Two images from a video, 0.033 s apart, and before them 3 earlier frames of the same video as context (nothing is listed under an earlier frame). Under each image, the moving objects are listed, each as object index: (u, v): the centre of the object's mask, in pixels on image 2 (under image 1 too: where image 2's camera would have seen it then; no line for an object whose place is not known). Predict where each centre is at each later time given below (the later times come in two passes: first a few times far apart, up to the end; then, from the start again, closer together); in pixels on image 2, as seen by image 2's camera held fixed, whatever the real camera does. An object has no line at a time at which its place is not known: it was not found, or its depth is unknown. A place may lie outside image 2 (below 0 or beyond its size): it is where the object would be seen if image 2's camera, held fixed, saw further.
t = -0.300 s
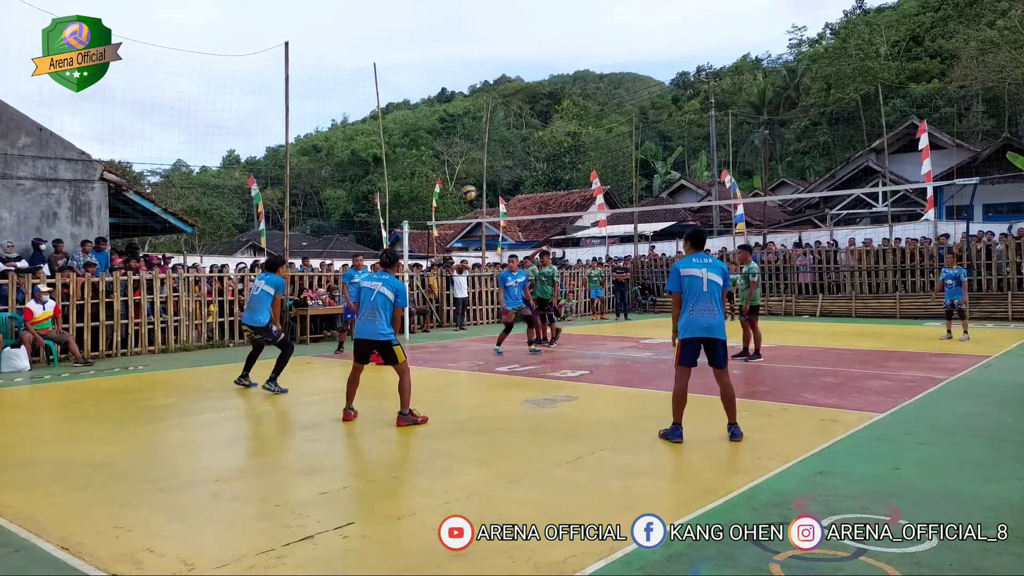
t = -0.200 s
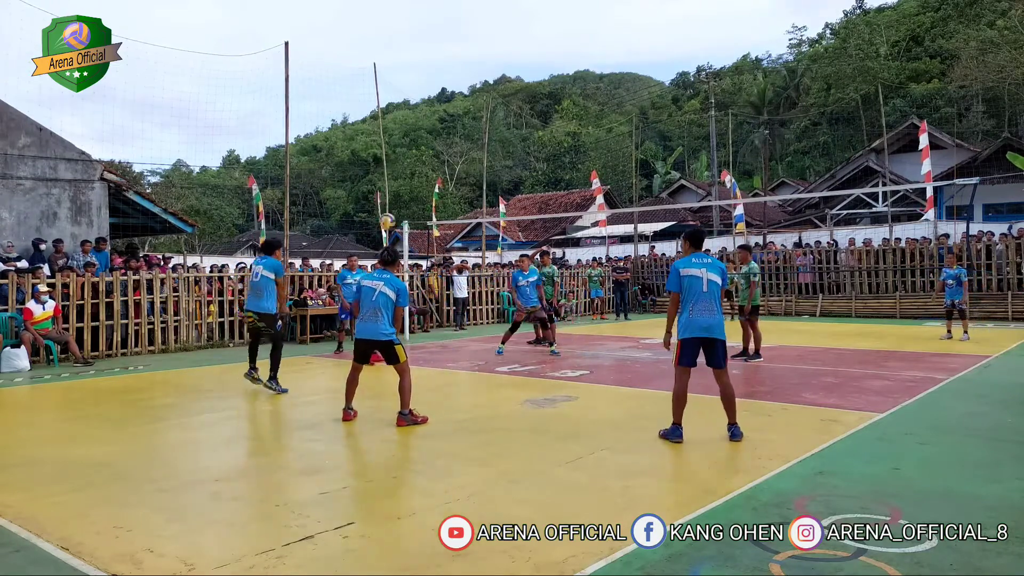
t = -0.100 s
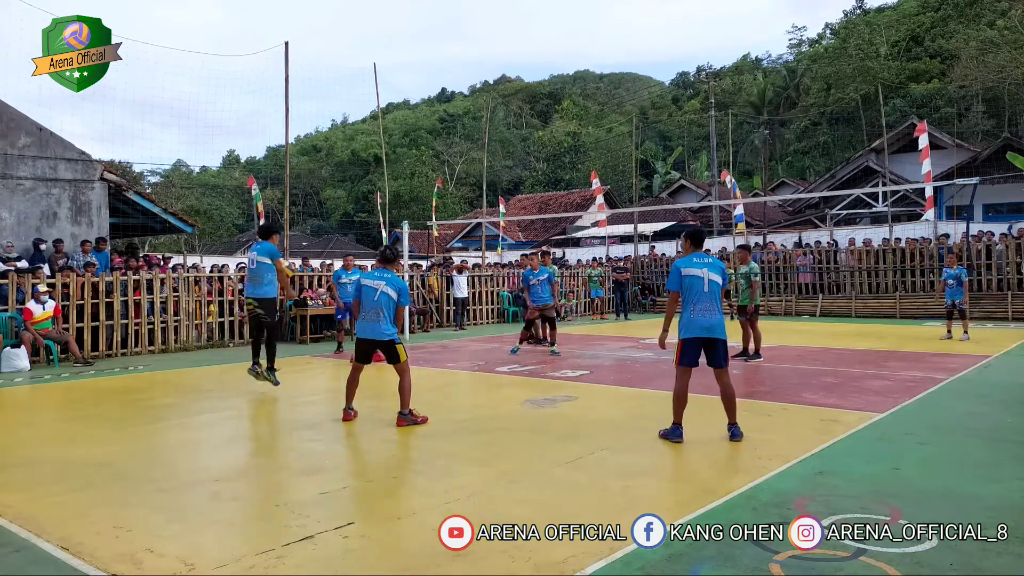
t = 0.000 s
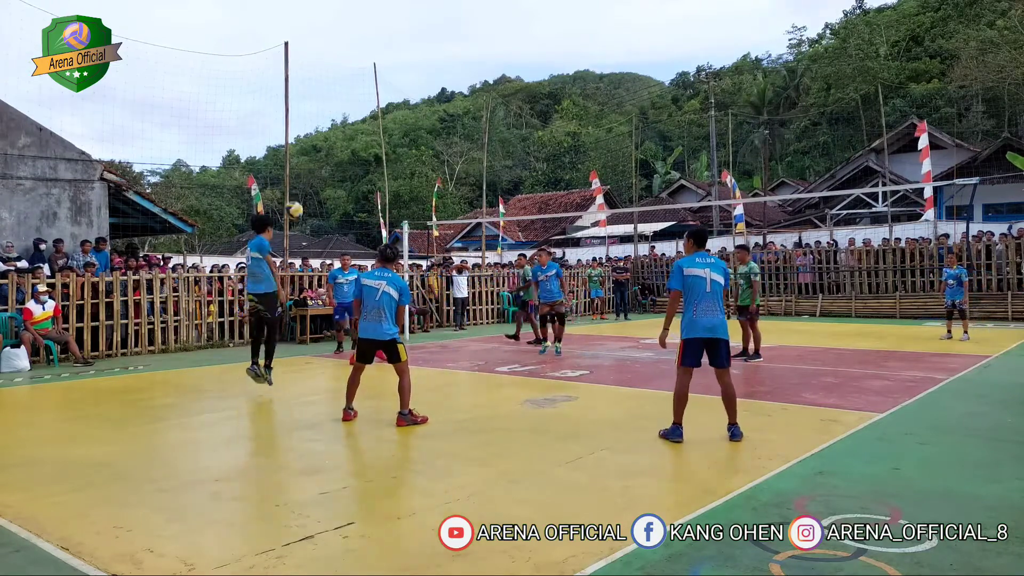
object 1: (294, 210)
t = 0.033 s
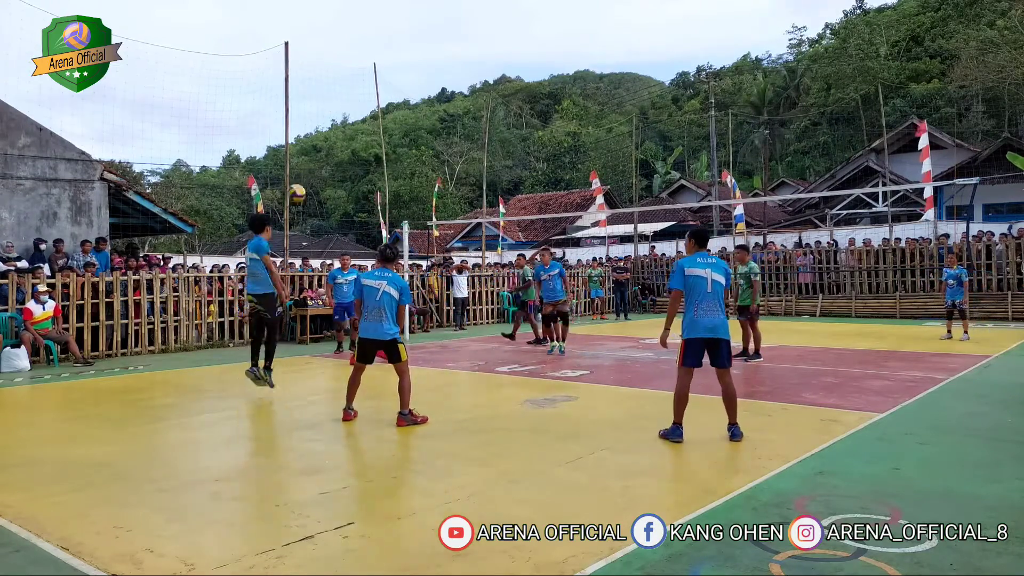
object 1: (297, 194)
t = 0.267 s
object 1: (312, 106)
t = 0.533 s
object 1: (326, 65)
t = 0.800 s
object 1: (338, 77)
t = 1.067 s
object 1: (349, 130)
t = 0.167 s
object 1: (306, 136)
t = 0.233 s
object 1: (310, 115)
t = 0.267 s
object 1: (312, 106)
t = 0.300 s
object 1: (314, 97)
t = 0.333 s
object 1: (316, 90)
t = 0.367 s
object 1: (318, 84)
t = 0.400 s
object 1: (320, 78)
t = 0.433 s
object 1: (321, 74)
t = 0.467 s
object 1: (323, 70)
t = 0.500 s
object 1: (325, 67)
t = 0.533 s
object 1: (326, 65)
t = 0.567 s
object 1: (328, 64)
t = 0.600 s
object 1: (329, 64)
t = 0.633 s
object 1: (331, 64)
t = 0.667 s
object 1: (332, 65)
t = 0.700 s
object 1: (334, 67)
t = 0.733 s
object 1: (335, 69)
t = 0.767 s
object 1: (337, 73)
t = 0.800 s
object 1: (338, 77)
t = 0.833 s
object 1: (339, 81)
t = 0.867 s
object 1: (341, 86)
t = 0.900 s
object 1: (342, 92)
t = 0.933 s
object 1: (344, 99)
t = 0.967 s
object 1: (345, 106)
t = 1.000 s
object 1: (346, 113)
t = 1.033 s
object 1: (347, 121)
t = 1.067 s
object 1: (349, 130)
